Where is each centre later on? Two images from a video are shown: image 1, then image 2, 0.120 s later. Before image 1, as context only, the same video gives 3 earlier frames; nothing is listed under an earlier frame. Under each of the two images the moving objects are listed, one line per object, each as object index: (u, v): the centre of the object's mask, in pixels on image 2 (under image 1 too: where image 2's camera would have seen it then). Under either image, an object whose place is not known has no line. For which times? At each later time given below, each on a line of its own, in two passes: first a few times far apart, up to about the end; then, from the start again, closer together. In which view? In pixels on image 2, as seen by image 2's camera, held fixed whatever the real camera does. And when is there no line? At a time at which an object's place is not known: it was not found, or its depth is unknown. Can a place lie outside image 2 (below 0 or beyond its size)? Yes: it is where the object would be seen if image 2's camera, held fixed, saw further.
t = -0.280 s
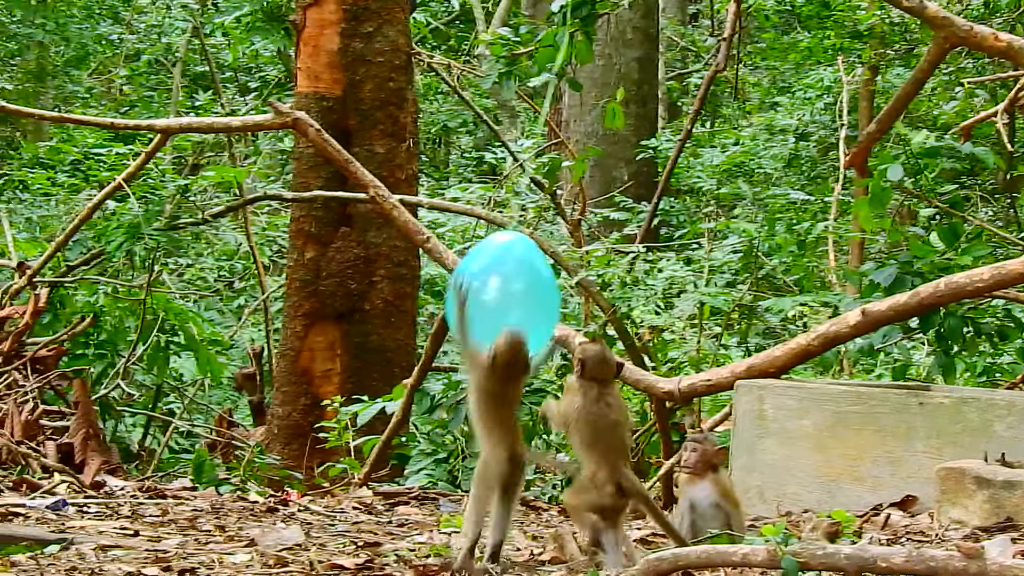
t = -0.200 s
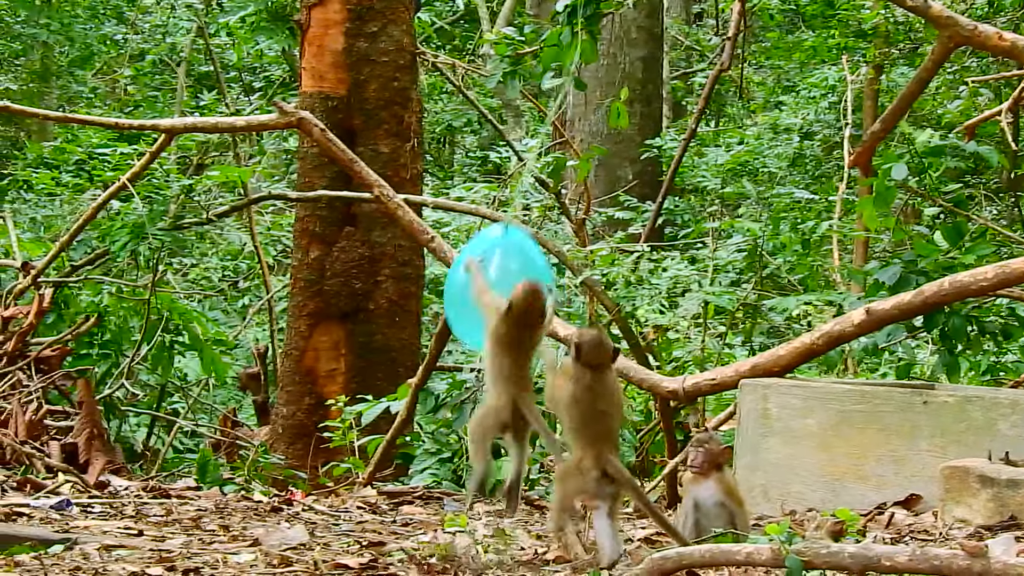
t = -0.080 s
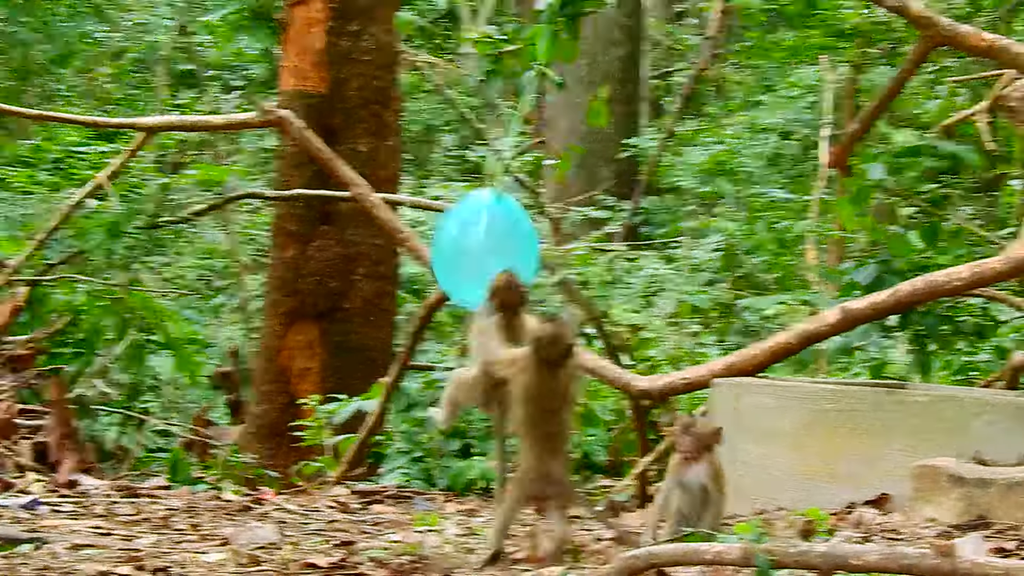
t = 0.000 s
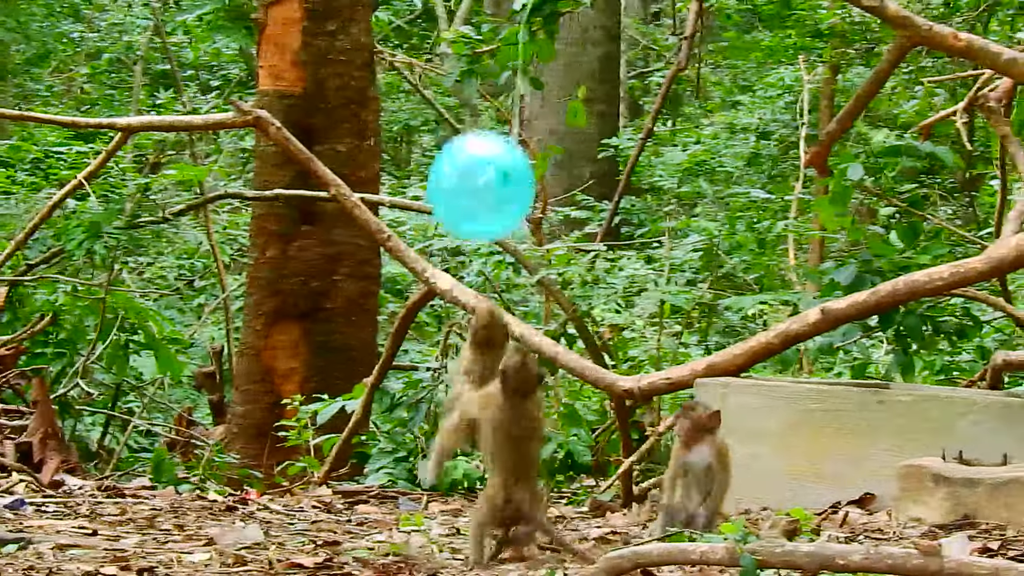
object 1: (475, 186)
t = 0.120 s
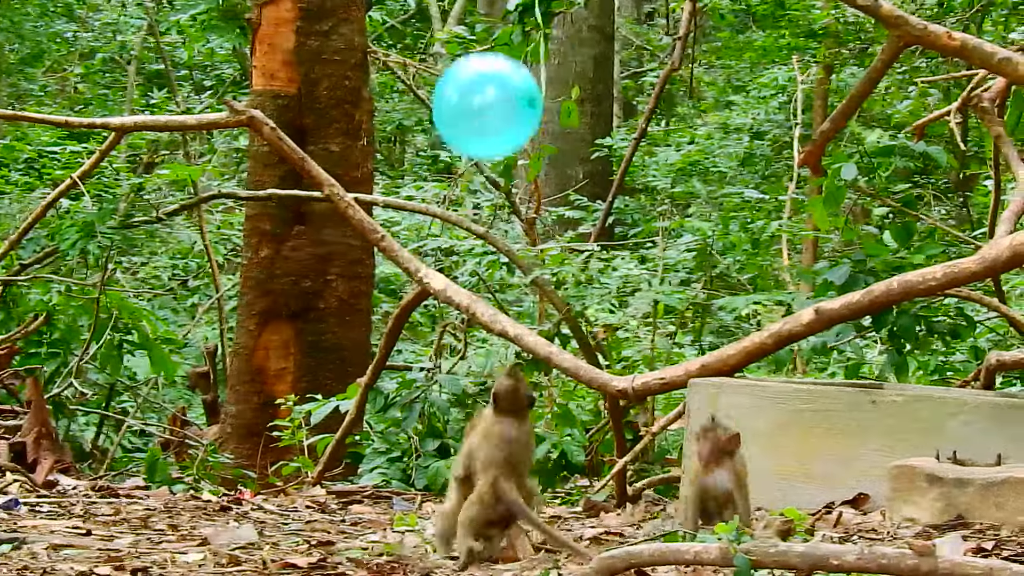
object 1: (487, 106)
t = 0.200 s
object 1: (486, 65)
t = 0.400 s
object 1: (472, 21)
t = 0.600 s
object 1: (468, 16)
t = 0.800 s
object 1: (480, 25)
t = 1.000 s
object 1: (493, 47)
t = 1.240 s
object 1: (506, 122)
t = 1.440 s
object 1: (515, 200)
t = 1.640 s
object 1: (519, 252)
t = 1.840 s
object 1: (514, 288)
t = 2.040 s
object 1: (502, 306)
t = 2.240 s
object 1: (486, 305)
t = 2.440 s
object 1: (472, 297)
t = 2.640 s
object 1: (462, 283)
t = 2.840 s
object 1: (456, 271)
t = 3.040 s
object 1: (453, 264)
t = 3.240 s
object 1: (454, 265)
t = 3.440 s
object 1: (457, 270)
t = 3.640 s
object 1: (462, 281)
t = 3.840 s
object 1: (467, 292)
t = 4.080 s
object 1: (474, 302)
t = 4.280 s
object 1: (479, 306)
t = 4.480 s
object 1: (485, 307)
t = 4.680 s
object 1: (492, 307)
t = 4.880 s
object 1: (499, 307)
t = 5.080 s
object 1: (505, 307)
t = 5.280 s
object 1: (510, 308)
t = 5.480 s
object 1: (513, 309)
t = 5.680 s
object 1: (515, 310)
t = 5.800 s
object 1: (515, 310)
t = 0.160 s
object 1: (487, 84)
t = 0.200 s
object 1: (486, 65)
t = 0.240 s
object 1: (484, 49)
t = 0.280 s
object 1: (481, 39)
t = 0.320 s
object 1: (478, 31)
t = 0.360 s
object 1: (475, 26)
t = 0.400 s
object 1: (472, 21)
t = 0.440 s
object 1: (470, 19)
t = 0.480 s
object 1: (468, 17)
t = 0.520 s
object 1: (468, 16)
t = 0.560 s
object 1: (468, 16)
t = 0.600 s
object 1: (468, 16)
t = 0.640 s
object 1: (470, 17)
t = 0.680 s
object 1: (472, 18)
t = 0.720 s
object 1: (474, 20)
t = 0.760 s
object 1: (477, 22)
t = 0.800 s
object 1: (480, 25)
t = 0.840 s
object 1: (482, 27)
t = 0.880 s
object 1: (487, 33)
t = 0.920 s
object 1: (489, 36)
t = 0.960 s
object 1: (491, 41)
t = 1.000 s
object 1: (493, 47)
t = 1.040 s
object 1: (495, 56)
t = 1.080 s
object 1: (497, 68)
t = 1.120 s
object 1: (499, 80)
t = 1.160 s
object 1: (502, 93)
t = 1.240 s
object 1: (506, 122)
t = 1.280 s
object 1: (508, 137)
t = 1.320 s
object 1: (510, 152)
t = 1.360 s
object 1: (512, 169)
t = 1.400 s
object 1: (513, 185)
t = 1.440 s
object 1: (515, 200)
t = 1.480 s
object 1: (516, 214)
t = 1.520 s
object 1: (517, 227)
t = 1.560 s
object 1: (518, 237)
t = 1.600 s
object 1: (519, 244)
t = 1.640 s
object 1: (519, 252)
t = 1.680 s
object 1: (519, 259)
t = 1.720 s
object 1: (519, 267)
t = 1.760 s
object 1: (518, 275)
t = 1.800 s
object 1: (516, 282)
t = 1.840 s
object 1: (514, 288)
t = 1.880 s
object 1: (512, 293)
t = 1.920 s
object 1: (510, 297)
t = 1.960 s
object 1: (507, 301)
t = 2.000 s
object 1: (504, 304)
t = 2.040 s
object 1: (502, 306)
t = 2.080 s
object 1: (498, 306)
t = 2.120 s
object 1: (495, 306)
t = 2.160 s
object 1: (492, 305)
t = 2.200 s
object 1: (489, 305)
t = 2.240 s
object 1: (486, 305)
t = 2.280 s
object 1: (483, 304)
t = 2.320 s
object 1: (480, 302)
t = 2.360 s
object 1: (477, 301)
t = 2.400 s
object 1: (474, 299)
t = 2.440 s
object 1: (472, 297)
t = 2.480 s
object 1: (469, 294)
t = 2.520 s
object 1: (467, 290)
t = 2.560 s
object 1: (466, 288)
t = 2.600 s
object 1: (464, 286)
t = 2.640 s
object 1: (462, 283)
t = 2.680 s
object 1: (461, 281)
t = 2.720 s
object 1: (460, 278)
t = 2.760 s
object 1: (458, 275)
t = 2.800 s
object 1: (458, 273)
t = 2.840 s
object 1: (456, 271)
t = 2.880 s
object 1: (455, 270)
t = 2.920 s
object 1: (454, 268)
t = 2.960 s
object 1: (453, 267)
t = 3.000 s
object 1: (453, 265)
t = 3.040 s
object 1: (453, 264)
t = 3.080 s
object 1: (452, 263)
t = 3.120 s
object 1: (452, 263)
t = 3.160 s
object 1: (452, 263)
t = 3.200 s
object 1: (453, 264)
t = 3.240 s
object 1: (454, 265)
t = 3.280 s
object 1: (455, 265)
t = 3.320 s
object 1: (455, 266)
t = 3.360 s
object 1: (456, 267)
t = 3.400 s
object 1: (456, 268)
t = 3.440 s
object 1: (457, 270)
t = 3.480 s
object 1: (458, 273)
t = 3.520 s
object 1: (459, 275)
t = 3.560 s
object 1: (460, 277)
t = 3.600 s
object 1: (461, 279)
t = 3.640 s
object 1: (462, 281)
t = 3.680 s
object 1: (463, 283)
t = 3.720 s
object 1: (464, 286)
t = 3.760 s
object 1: (465, 288)
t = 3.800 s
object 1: (466, 290)
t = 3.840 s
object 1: (467, 292)
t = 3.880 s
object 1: (468, 294)
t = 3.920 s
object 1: (469, 296)
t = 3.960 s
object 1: (470, 298)
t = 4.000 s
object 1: (472, 299)
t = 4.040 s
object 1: (473, 300)
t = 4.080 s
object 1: (474, 302)
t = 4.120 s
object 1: (475, 303)
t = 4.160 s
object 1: (476, 304)
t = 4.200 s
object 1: (477, 305)
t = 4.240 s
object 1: (478, 306)
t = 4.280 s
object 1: (479, 306)
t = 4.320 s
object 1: (480, 306)
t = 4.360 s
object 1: (482, 307)
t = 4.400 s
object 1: (483, 307)
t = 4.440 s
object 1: (484, 307)
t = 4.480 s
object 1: (485, 307)
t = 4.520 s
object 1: (486, 307)
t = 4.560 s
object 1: (488, 307)
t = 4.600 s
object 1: (489, 307)
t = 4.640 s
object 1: (491, 307)
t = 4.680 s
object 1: (492, 307)
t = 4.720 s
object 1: (493, 307)
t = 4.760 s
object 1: (495, 307)
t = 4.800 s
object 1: (496, 307)
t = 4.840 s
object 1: (498, 307)
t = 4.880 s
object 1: (499, 307)
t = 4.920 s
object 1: (500, 307)
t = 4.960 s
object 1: (502, 307)
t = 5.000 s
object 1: (503, 307)
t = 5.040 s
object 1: (504, 307)
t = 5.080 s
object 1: (505, 307)
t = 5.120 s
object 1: (506, 308)
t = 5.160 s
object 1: (507, 308)
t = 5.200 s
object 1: (508, 308)
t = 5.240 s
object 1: (510, 308)
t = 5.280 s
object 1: (510, 308)
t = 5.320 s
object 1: (511, 309)
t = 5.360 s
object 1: (512, 309)
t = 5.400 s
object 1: (513, 309)
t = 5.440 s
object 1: (513, 309)
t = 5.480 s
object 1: (513, 309)
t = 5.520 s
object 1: (514, 309)
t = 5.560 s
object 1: (514, 309)
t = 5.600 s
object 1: (514, 310)
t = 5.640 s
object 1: (514, 310)
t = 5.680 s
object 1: (515, 310)
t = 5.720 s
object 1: (515, 310)
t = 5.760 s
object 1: (515, 310)
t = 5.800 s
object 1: (515, 310)
